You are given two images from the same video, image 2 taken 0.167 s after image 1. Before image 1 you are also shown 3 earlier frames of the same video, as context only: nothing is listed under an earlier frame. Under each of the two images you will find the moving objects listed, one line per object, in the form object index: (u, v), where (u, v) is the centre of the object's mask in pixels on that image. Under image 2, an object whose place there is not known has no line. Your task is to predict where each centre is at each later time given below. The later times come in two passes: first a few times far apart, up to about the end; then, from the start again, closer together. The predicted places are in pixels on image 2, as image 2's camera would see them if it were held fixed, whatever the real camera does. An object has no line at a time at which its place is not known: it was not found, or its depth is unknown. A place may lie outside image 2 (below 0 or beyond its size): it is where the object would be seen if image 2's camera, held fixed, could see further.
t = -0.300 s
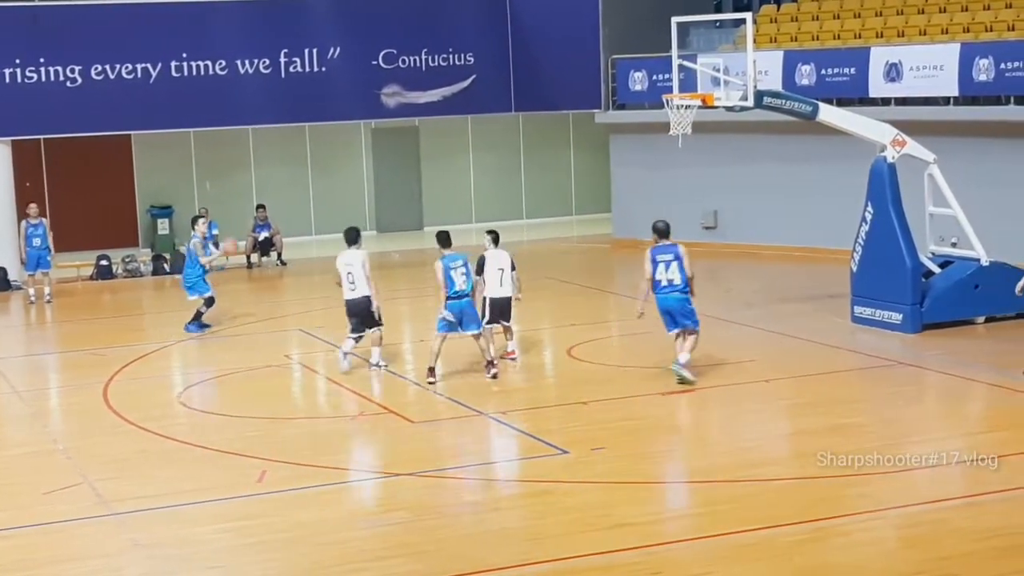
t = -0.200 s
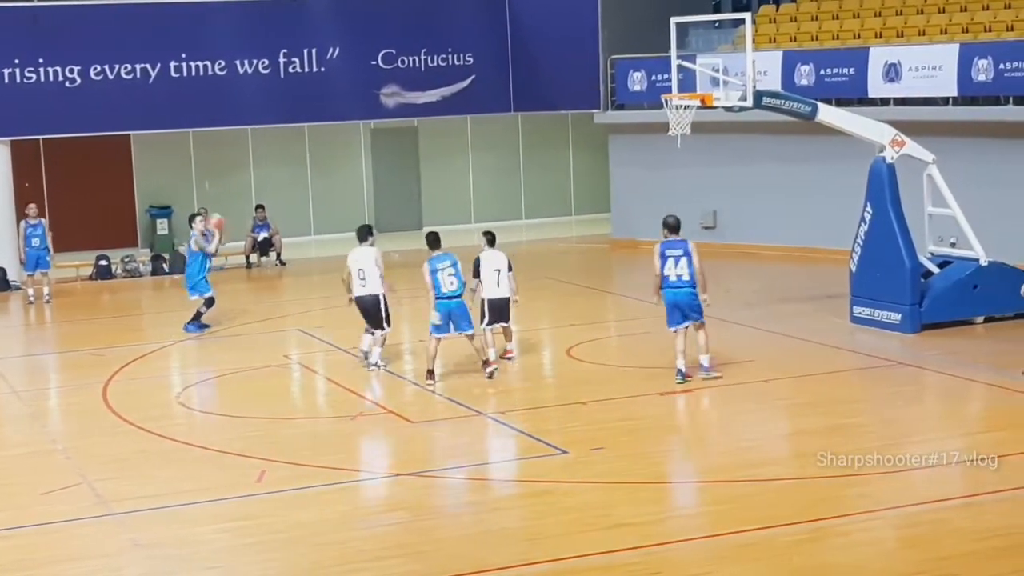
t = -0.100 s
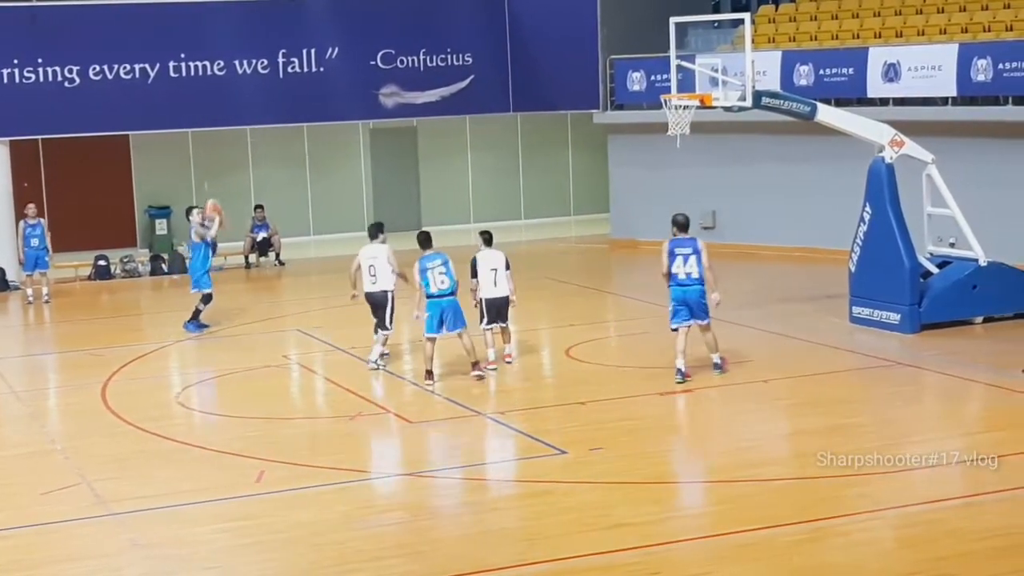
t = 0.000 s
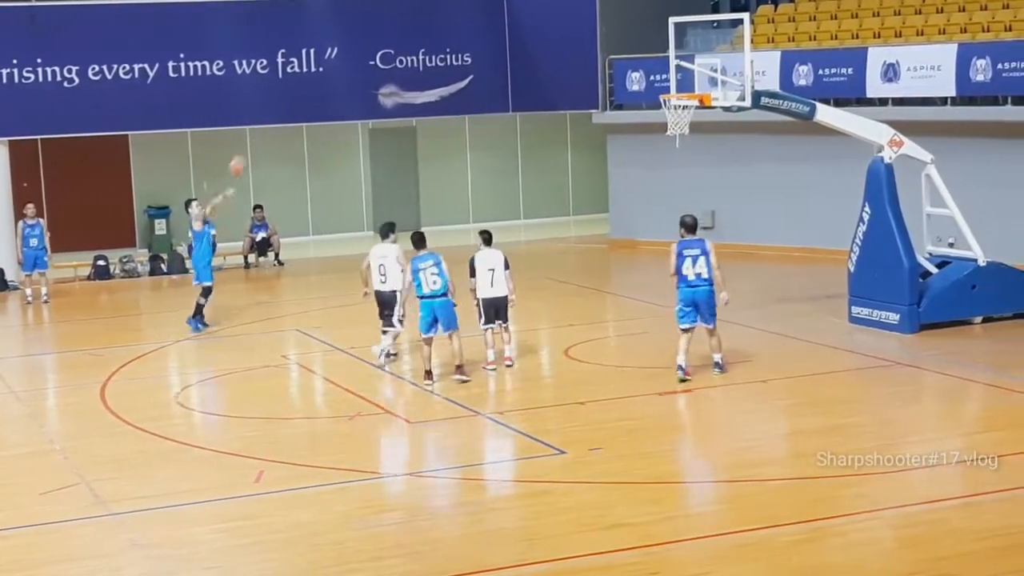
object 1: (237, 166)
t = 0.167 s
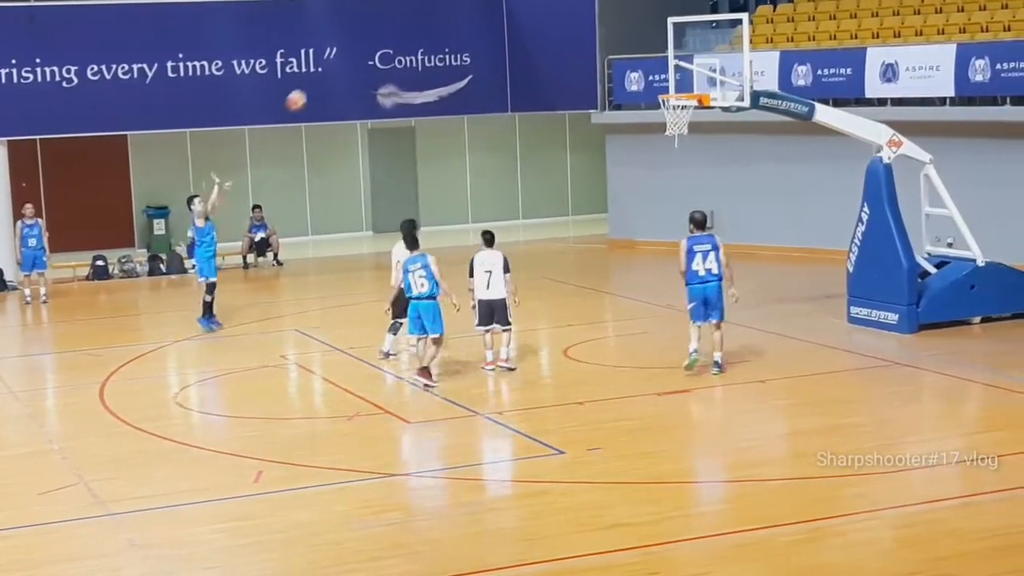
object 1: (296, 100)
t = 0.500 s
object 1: (422, 24)
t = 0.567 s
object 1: (449, 18)
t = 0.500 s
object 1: (422, 24)
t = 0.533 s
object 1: (435, 21)
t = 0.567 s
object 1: (449, 18)
